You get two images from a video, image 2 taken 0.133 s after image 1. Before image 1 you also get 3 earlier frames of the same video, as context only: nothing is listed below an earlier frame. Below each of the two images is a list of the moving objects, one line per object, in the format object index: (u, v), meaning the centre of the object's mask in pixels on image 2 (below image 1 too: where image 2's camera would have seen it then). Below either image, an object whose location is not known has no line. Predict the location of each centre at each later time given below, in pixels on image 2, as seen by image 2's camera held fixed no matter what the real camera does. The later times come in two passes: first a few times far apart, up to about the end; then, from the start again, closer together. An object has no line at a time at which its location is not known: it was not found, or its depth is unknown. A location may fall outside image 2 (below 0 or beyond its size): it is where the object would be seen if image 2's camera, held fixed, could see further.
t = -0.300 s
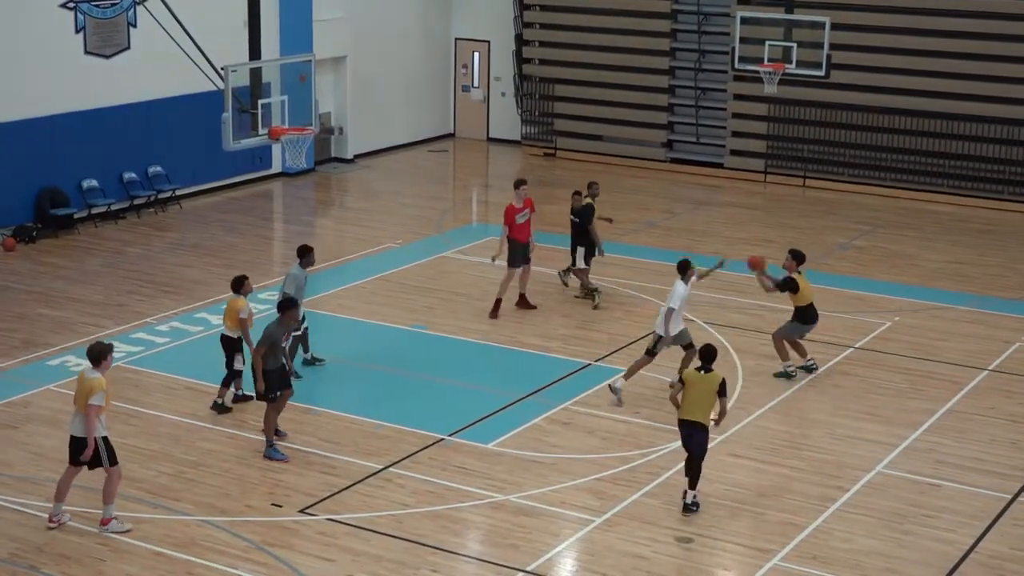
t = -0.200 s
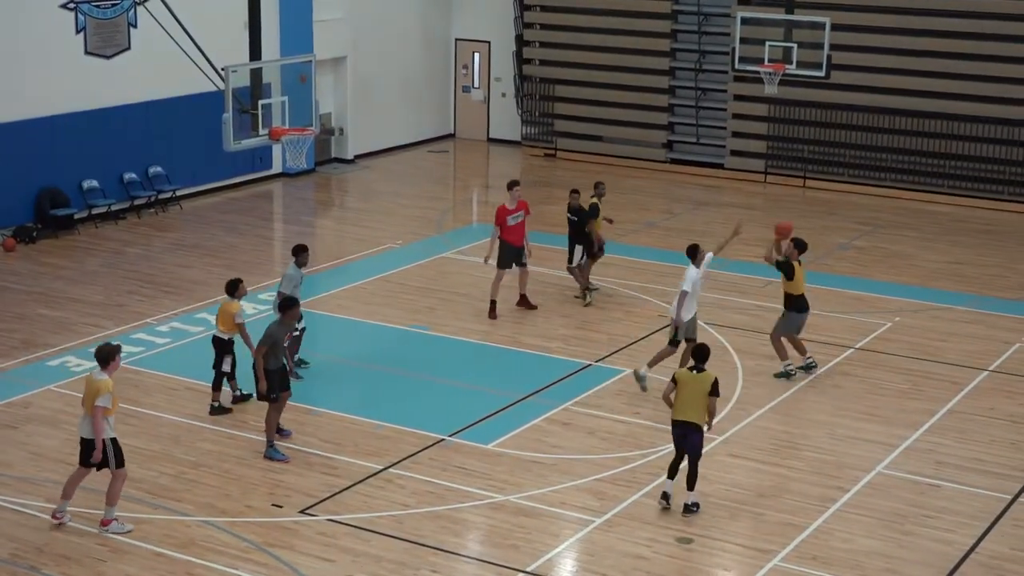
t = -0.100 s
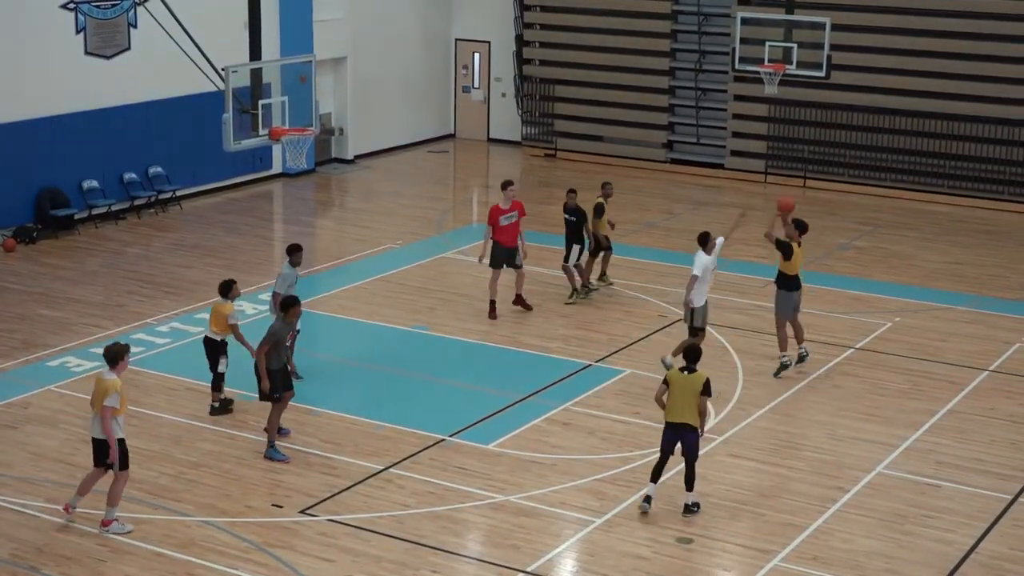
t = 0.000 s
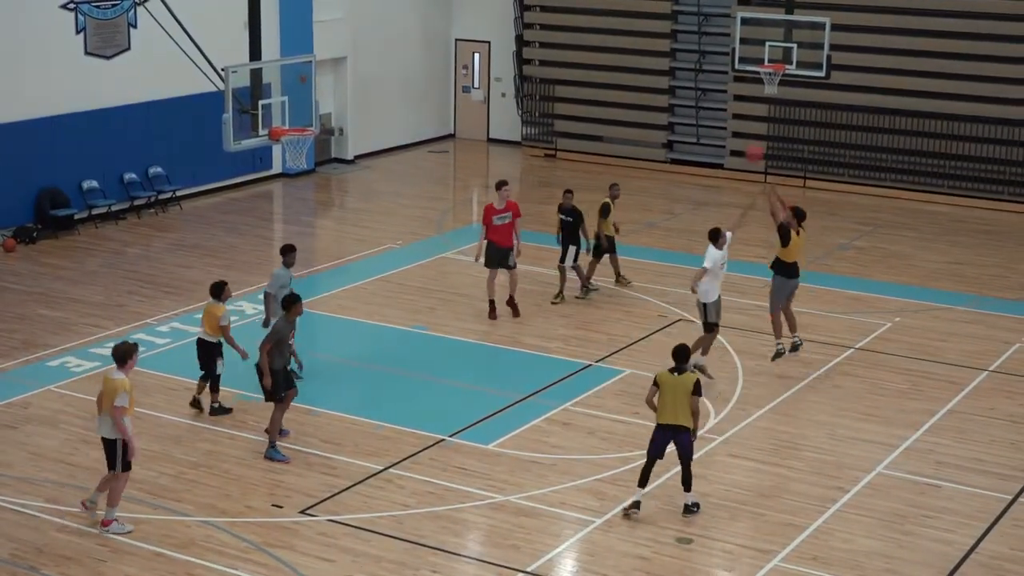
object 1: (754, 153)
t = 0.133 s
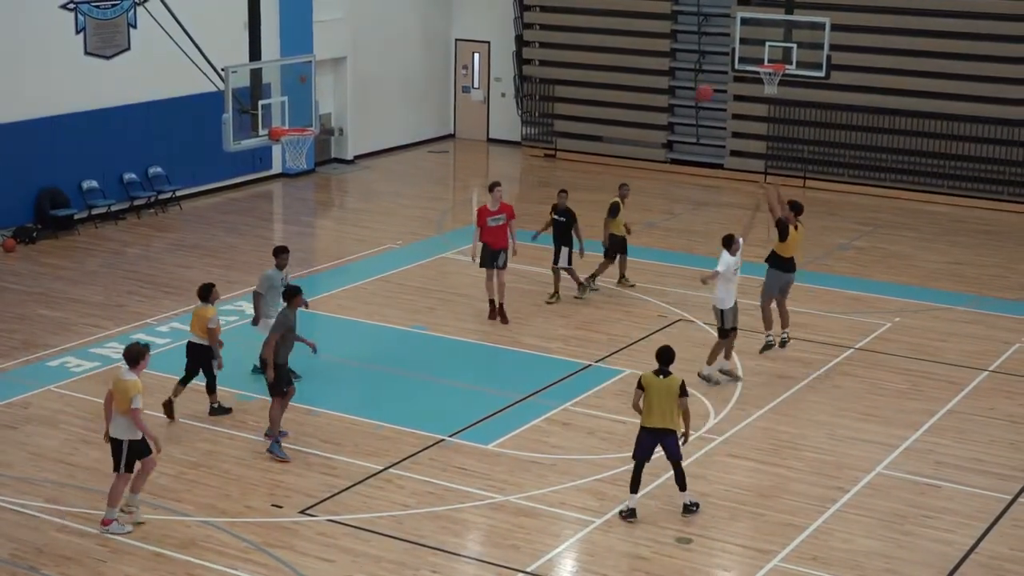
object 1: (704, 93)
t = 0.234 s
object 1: (666, 56)
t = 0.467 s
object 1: (576, 3)
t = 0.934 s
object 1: (406, 13)
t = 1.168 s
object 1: (326, 79)
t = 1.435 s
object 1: (318, 100)
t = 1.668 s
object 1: (372, 100)
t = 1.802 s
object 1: (403, 117)
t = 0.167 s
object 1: (692, 79)
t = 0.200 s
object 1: (679, 67)
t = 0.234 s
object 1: (666, 56)
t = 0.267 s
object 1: (655, 45)
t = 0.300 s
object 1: (640, 37)
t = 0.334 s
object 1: (630, 27)
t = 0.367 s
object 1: (615, 19)
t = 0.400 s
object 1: (603, 13)
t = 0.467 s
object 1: (576, 3)
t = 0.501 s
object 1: (564, 2)
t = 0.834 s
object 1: (442, 3)
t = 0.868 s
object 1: (430, 5)
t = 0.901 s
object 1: (418, 8)
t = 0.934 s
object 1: (406, 13)
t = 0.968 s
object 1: (394, 21)
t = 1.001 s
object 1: (383, 28)
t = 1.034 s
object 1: (371, 37)
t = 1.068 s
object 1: (360, 46)
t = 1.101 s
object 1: (348, 56)
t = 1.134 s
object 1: (337, 67)
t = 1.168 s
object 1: (326, 79)
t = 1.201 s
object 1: (315, 91)
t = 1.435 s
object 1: (318, 100)
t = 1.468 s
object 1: (325, 98)
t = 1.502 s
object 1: (333, 96)
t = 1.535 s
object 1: (341, 96)
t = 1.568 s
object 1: (348, 96)
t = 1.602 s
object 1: (356, 96)
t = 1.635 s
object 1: (364, 98)
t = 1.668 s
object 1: (372, 100)
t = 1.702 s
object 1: (379, 103)
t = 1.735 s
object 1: (387, 107)
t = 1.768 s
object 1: (395, 112)
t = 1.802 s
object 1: (403, 117)
